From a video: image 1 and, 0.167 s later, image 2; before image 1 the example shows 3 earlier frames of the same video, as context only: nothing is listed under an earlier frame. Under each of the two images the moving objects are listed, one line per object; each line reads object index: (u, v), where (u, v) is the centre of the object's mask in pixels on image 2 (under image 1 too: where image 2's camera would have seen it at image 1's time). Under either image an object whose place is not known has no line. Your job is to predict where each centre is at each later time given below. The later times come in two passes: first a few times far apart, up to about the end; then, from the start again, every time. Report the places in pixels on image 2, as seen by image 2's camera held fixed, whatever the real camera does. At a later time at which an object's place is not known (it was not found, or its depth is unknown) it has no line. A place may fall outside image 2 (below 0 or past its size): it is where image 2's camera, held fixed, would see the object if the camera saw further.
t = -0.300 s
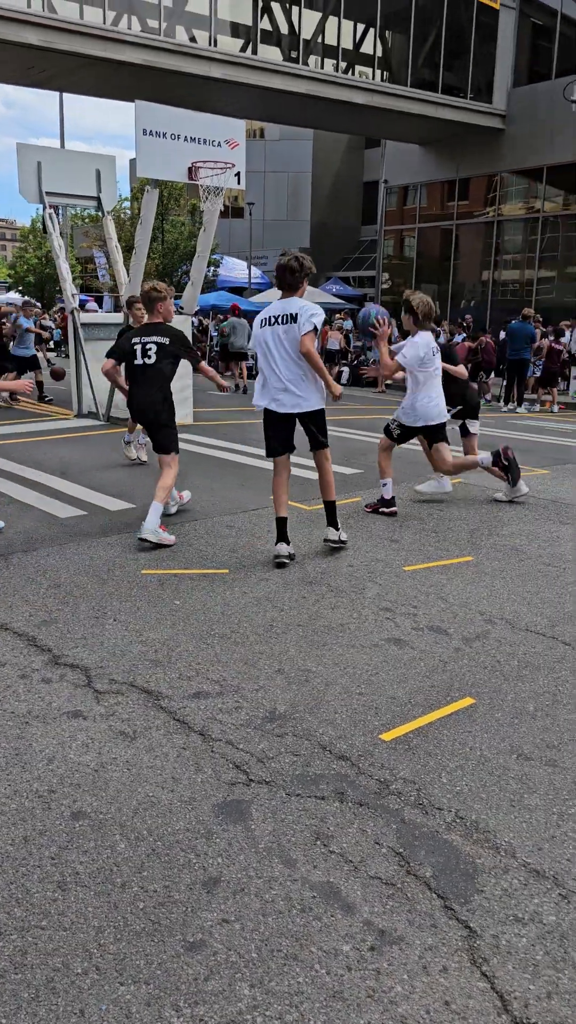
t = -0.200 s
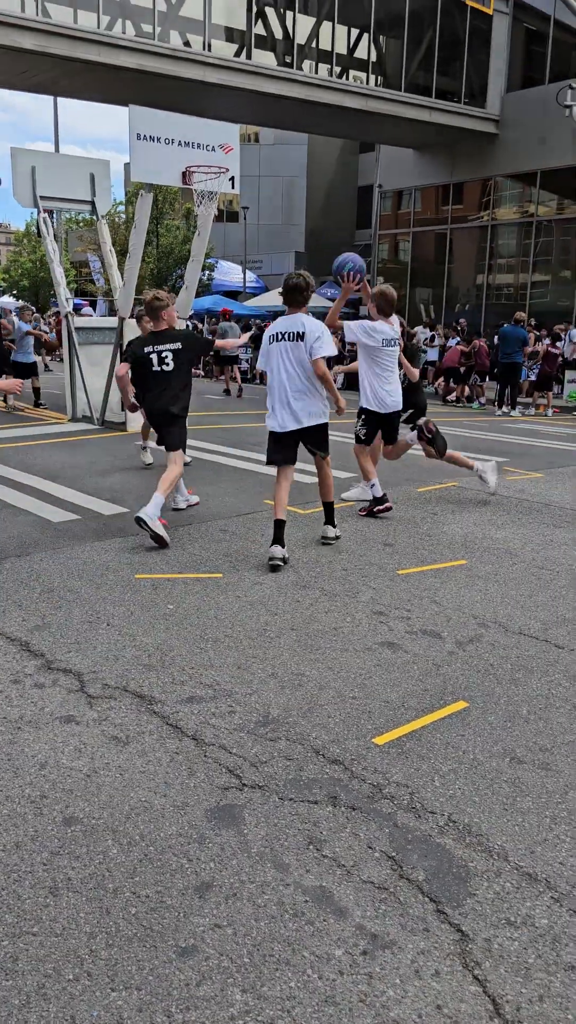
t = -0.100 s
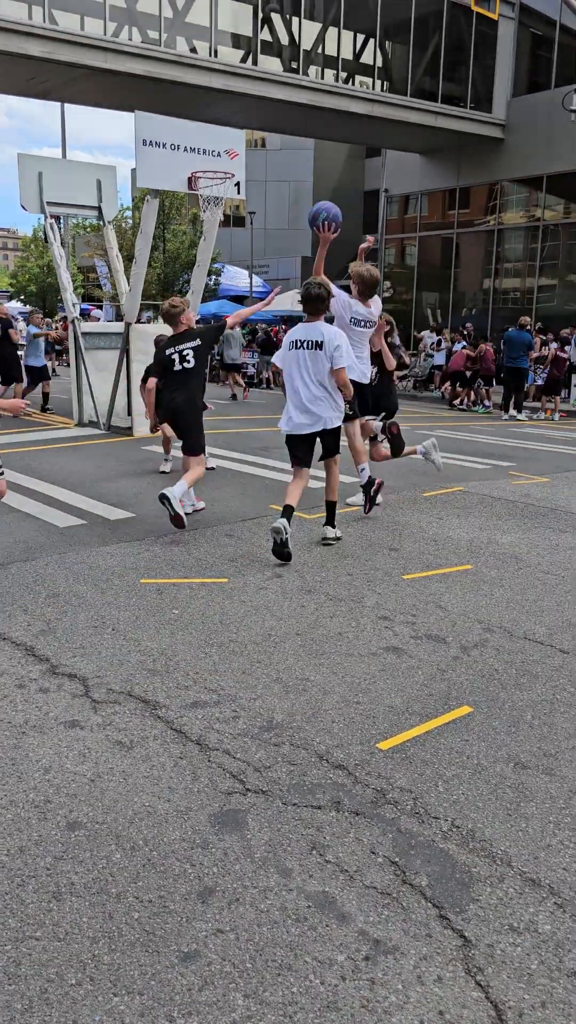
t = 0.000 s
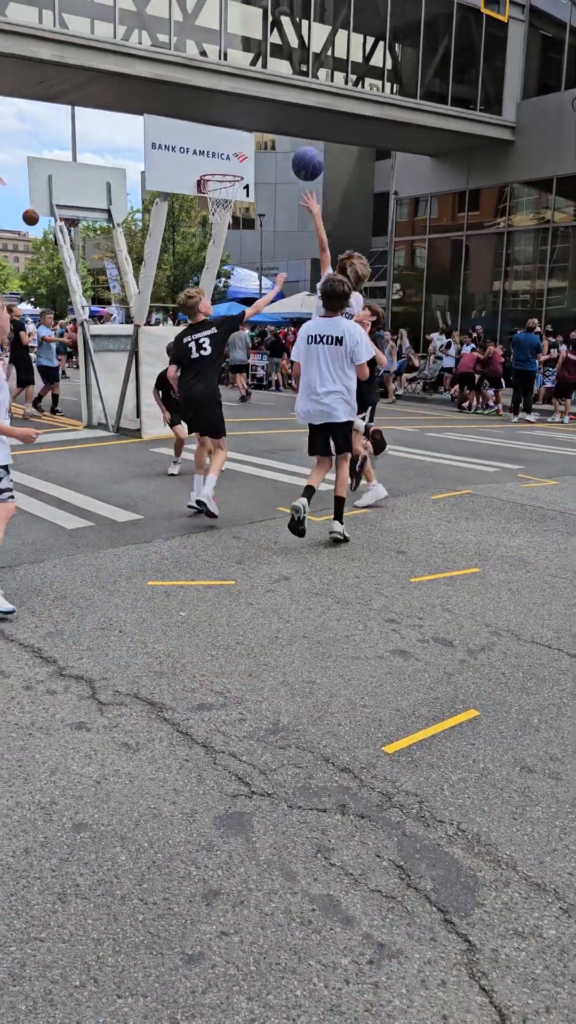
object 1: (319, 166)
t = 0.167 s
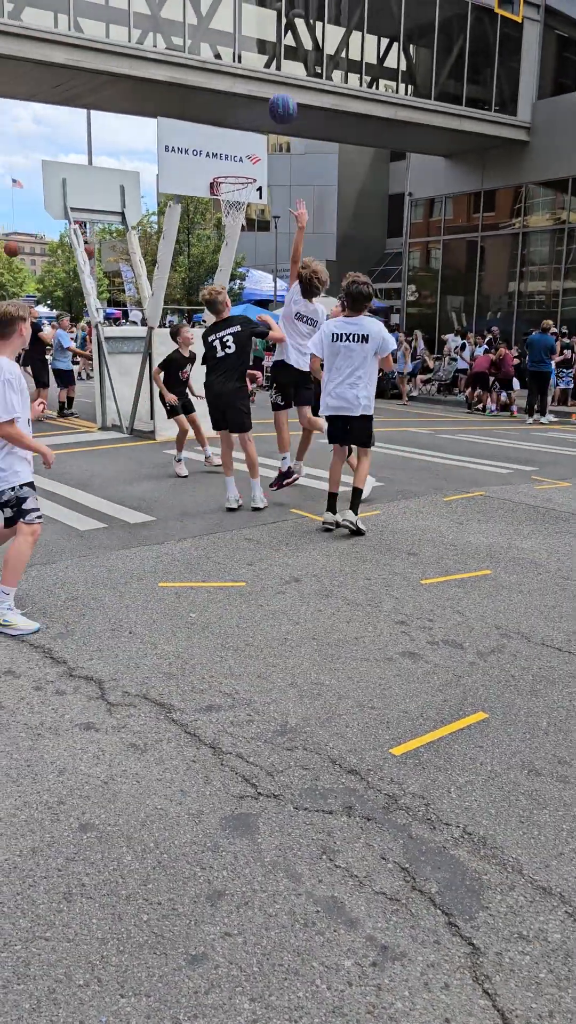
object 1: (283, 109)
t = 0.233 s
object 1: (269, 98)
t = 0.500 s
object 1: (227, 112)
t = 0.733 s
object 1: (200, 176)
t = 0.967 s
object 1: (151, 203)
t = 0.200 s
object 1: (276, 103)
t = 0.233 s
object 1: (269, 98)
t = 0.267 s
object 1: (263, 96)
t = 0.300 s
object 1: (258, 94)
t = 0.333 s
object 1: (252, 94)
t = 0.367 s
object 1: (247, 96)
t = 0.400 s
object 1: (242, 98)
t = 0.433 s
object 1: (237, 102)
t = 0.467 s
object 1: (232, 106)
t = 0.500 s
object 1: (227, 112)
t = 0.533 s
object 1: (223, 118)
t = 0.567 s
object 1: (219, 126)
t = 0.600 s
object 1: (215, 135)
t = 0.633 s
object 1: (210, 145)
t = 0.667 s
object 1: (207, 154)
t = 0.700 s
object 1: (203, 165)
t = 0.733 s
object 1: (200, 176)
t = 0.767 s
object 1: (202, 179)
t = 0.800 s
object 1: (194, 181)
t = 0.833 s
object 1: (185, 183)
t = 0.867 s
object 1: (177, 187)
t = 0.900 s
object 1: (168, 191)
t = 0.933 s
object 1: (159, 197)
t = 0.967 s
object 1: (151, 203)
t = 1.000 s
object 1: (142, 211)
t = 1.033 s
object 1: (133, 220)
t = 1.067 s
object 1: (124, 231)
